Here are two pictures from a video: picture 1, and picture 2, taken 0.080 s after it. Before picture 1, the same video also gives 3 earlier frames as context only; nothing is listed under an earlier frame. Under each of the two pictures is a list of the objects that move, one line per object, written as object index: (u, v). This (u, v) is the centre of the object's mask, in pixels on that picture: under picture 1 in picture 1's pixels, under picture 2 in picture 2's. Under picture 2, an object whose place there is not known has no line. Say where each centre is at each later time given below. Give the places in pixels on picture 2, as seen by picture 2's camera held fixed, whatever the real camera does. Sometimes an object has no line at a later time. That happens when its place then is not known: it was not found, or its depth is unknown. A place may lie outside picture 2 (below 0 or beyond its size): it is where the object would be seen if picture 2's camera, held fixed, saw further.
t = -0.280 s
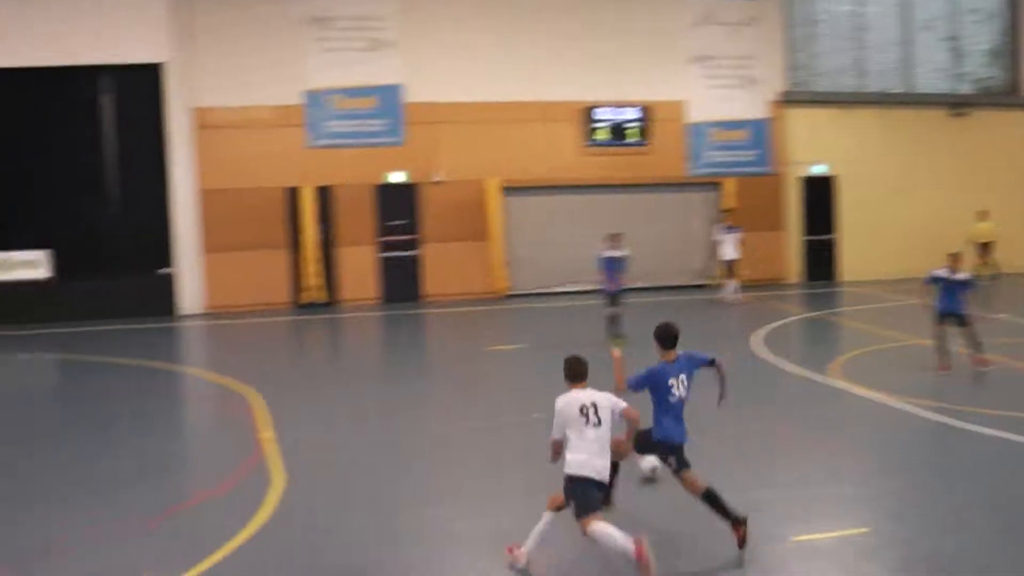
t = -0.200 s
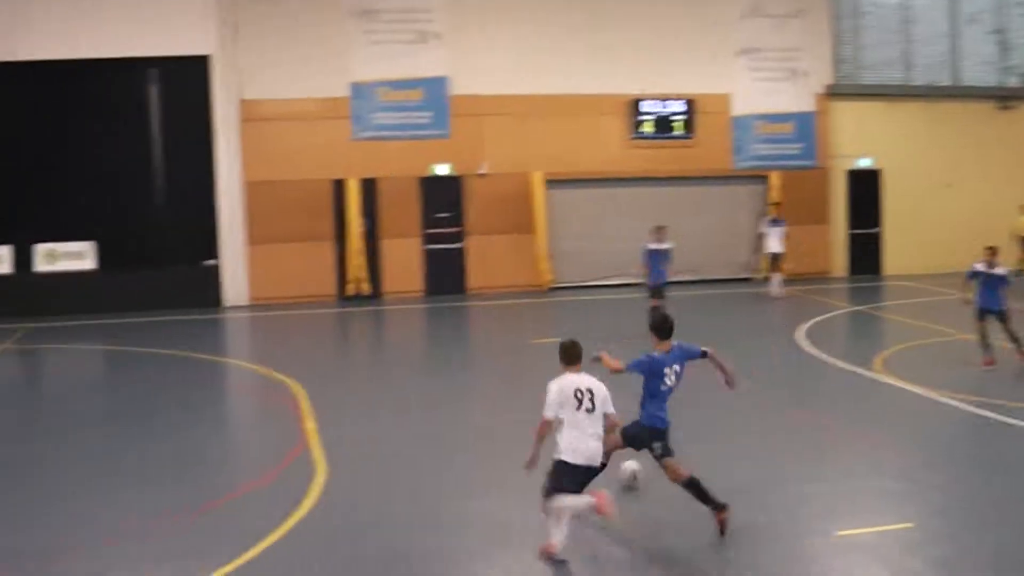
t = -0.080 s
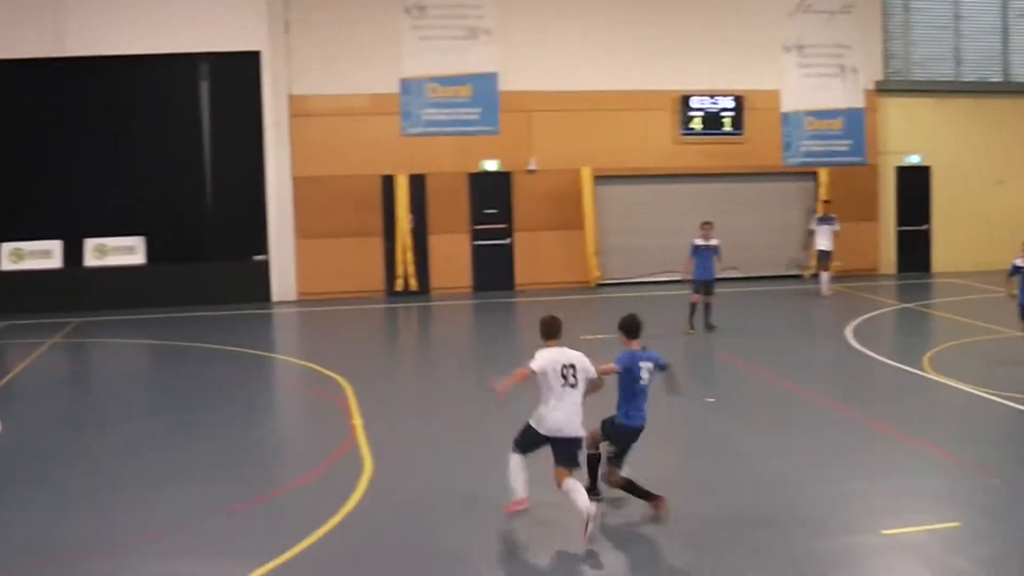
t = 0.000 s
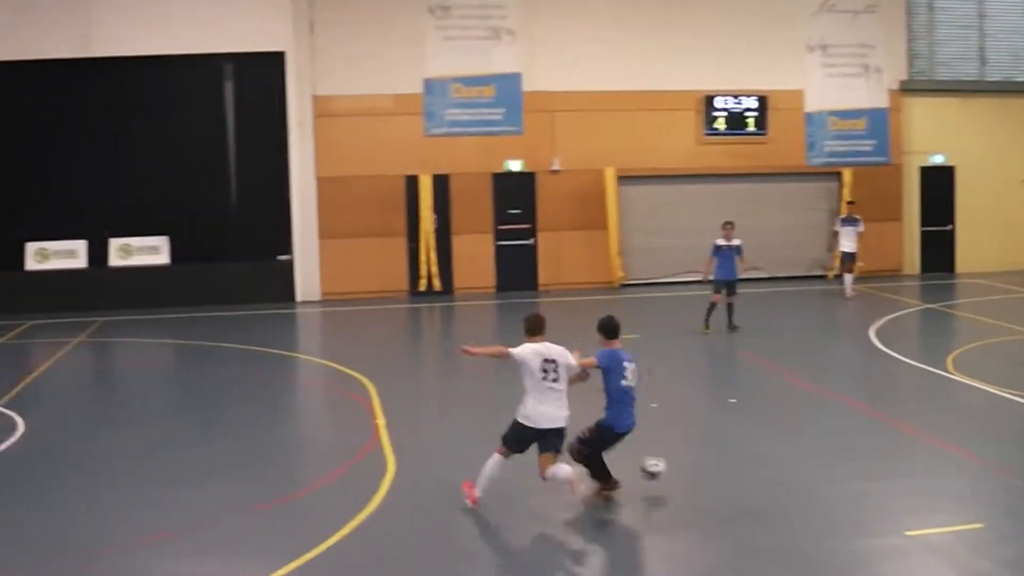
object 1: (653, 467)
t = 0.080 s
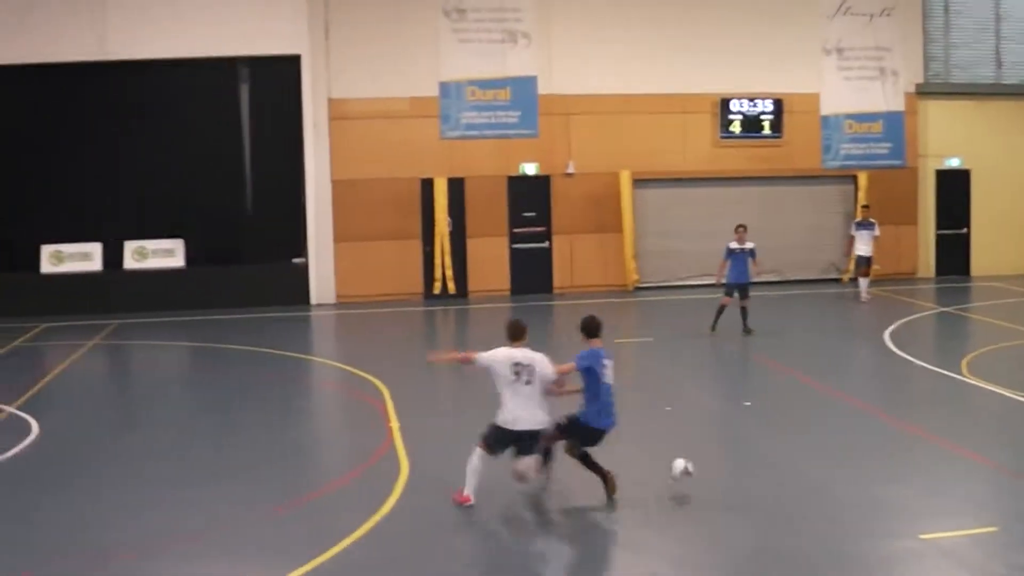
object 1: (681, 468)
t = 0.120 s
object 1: (686, 471)
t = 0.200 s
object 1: (694, 472)
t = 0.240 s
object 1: (699, 466)
